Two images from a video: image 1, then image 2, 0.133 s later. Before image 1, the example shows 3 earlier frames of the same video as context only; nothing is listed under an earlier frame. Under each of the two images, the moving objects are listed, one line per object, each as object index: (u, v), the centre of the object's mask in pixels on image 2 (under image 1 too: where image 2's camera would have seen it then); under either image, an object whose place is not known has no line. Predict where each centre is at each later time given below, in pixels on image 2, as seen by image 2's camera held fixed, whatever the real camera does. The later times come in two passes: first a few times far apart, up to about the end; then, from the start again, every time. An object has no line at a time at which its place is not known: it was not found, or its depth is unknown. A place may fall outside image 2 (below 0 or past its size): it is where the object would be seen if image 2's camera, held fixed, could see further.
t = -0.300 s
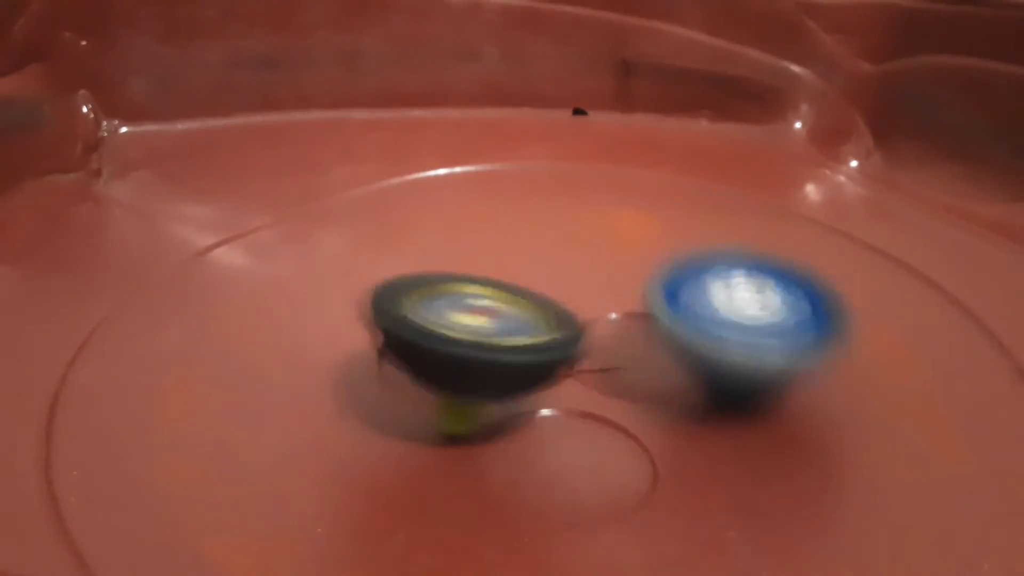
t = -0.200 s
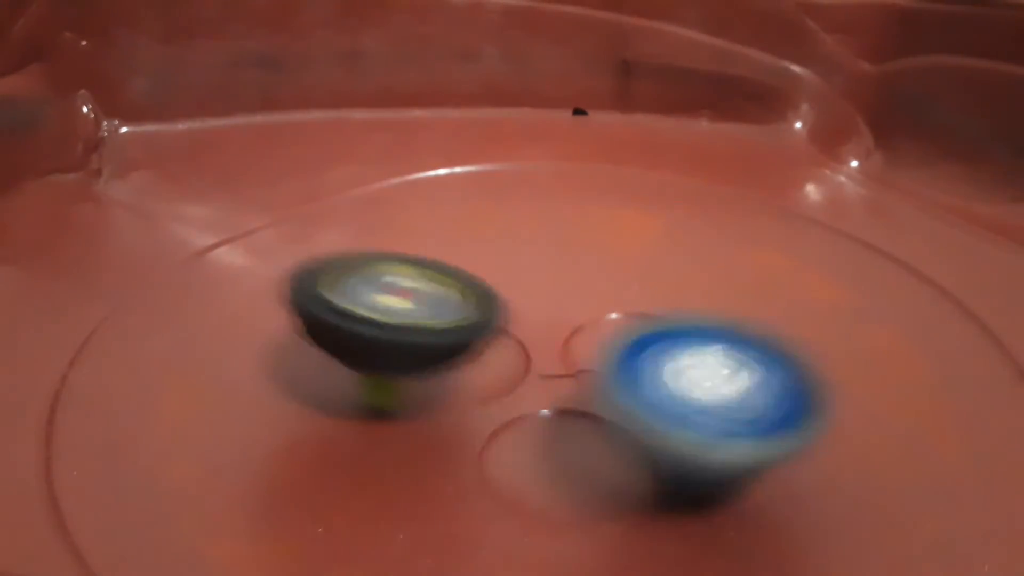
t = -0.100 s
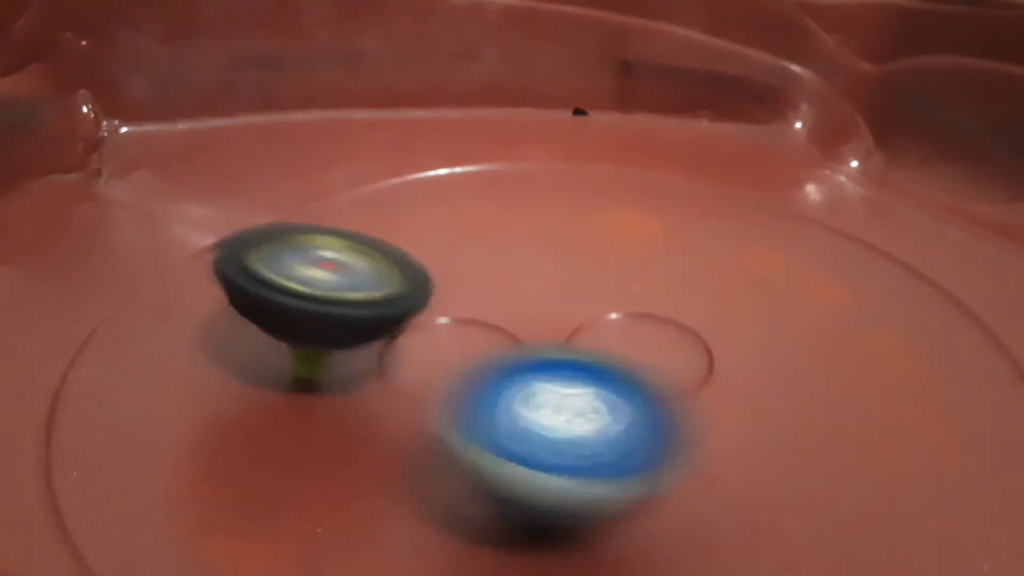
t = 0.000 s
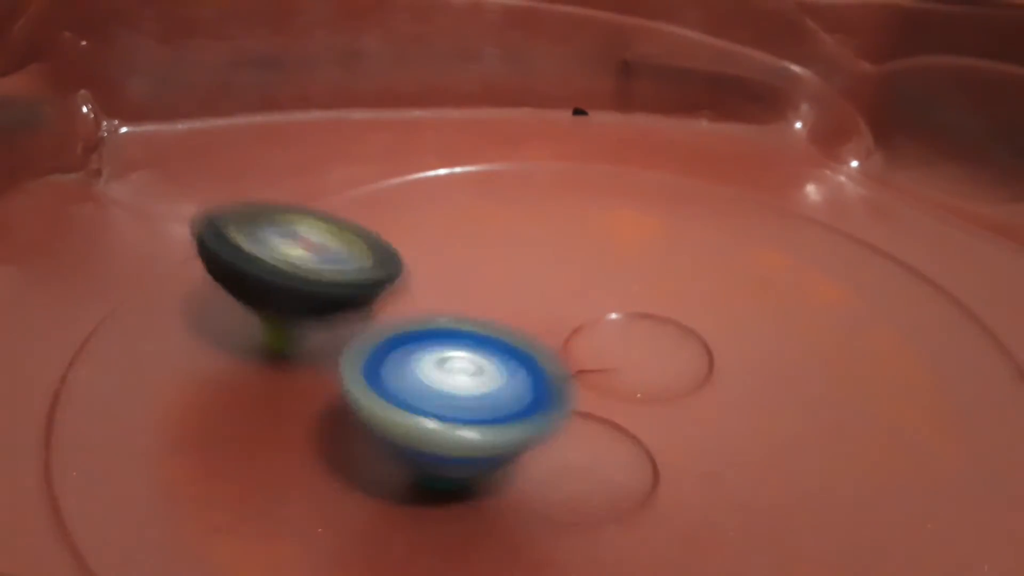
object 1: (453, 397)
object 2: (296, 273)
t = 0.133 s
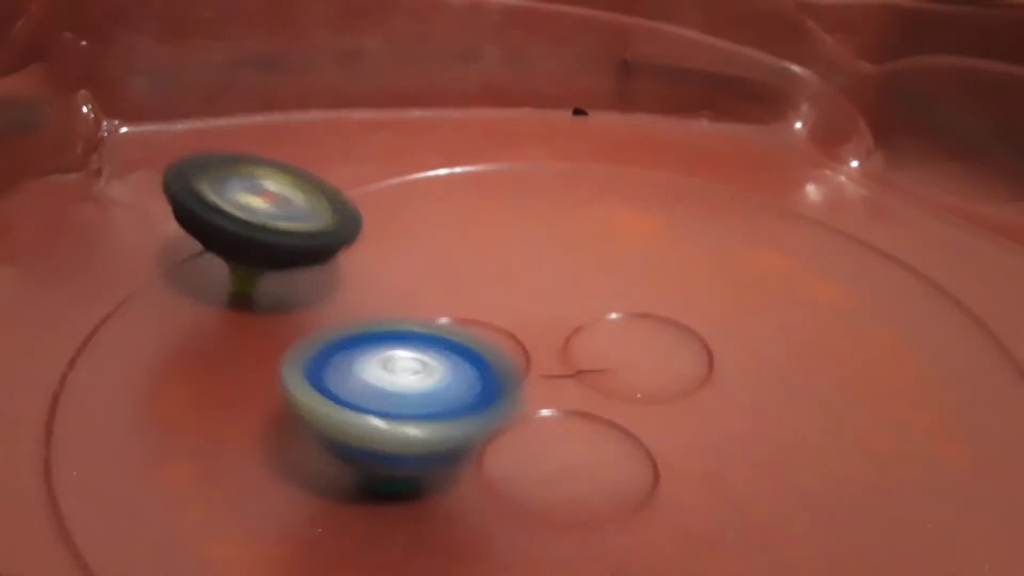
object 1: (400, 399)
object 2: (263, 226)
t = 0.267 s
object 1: (384, 368)
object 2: (251, 186)
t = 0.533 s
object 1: (602, 370)
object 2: (304, 185)
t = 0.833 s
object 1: (687, 425)
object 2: (410, 193)
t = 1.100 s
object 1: (572, 396)
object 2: (566, 234)
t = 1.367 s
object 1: (621, 386)
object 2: (661, 241)
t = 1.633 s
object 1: (504, 369)
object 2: (672, 310)
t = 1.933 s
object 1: (515, 420)
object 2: (652, 288)
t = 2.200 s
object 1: (530, 457)
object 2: (602, 291)
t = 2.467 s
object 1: (406, 444)
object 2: (668, 298)
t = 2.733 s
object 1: (475, 413)
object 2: (623, 305)
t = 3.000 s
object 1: (638, 405)
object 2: (638, 265)
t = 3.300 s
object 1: (621, 392)
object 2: (645, 261)
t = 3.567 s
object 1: (553, 417)
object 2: (621, 265)
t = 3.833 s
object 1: (550, 369)
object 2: (665, 264)
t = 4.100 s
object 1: (516, 401)
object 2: (670, 302)
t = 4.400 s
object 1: (536, 415)
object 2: (677, 288)
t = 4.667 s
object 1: (600, 415)
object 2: (661, 284)
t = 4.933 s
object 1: (583, 417)
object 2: (631, 255)
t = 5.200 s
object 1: (519, 401)
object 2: (672, 274)
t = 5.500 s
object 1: (524, 407)
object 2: (656, 308)
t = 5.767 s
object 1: (566, 424)
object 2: (618, 290)
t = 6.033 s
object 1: (620, 416)
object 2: (628, 287)
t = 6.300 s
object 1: (602, 389)
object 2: (657, 261)
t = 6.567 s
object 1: (612, 365)
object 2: (718, 243)
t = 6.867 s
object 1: (517, 379)
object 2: (721, 326)
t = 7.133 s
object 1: (289, 427)
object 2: (707, 323)
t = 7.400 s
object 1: (196, 441)
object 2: (633, 281)
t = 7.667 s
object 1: (347, 429)
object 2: (645, 287)
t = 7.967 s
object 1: (446, 335)
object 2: (670, 297)
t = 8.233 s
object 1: (452, 232)
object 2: (623, 306)
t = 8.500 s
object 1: (417, 207)
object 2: (637, 280)
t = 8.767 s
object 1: (423, 270)
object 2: (646, 276)
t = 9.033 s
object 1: (457, 337)
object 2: (709, 315)
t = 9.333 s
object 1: (444, 295)
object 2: (651, 363)
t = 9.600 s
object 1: (456, 267)
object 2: (561, 356)
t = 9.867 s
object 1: (455, 315)
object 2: (561, 414)
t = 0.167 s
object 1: (389, 392)
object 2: (258, 216)
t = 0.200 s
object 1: (381, 385)
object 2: (254, 206)
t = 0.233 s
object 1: (378, 377)
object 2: (253, 196)
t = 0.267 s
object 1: (384, 368)
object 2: (251, 186)
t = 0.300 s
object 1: (395, 362)
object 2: (253, 176)
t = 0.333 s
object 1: (414, 354)
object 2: (259, 173)
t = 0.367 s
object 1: (436, 351)
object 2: (265, 172)
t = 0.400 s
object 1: (460, 349)
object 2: (270, 174)
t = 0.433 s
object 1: (486, 351)
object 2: (277, 180)
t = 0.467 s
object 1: (517, 356)
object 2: (285, 183)
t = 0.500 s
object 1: (556, 364)
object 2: (294, 185)
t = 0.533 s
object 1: (602, 370)
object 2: (304, 185)
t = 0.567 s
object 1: (643, 380)
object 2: (313, 184)
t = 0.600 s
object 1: (666, 392)
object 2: (322, 184)
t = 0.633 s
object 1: (687, 407)
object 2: (333, 181)
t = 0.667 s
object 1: (699, 416)
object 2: (346, 180)
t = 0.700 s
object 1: (704, 421)
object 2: (357, 180)
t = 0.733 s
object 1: (705, 425)
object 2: (372, 180)
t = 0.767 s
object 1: (701, 427)
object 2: (384, 181)
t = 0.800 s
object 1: (695, 427)
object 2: (396, 186)
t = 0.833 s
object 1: (687, 425)
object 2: (410, 193)
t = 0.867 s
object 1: (677, 421)
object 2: (422, 203)
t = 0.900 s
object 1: (666, 416)
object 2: (436, 216)
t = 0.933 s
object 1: (655, 409)
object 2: (450, 229)
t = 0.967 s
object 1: (637, 407)
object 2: (466, 237)
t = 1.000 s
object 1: (611, 408)
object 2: (482, 249)
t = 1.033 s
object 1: (591, 400)
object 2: (505, 259)
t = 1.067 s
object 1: (576, 396)
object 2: (538, 253)
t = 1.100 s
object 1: (572, 396)
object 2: (566, 234)
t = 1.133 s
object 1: (567, 393)
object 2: (592, 237)
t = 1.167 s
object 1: (566, 385)
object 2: (611, 230)
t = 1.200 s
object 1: (564, 373)
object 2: (627, 228)
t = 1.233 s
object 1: (571, 359)
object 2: (638, 228)
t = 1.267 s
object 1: (585, 351)
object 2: (646, 228)
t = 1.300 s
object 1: (602, 353)
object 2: (653, 229)
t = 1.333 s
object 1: (615, 372)
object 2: (658, 235)
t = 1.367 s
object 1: (621, 386)
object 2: (661, 241)
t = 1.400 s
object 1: (618, 395)
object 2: (661, 250)
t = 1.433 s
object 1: (608, 398)
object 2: (656, 263)
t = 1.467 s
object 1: (587, 398)
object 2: (649, 272)
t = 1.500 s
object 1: (560, 401)
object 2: (648, 279)
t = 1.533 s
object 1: (534, 399)
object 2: (652, 288)
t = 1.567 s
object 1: (511, 390)
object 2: (658, 298)
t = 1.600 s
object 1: (498, 379)
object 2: (663, 309)
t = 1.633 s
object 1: (504, 369)
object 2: (672, 310)
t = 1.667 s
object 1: (510, 378)
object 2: (681, 304)
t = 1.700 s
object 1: (523, 385)
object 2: (686, 297)
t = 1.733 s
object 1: (530, 388)
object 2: (684, 293)
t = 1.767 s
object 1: (534, 390)
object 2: (676, 292)
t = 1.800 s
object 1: (531, 390)
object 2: (667, 294)
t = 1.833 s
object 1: (525, 390)
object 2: (655, 292)
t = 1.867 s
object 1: (513, 388)
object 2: (645, 295)
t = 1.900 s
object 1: (509, 396)
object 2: (641, 297)
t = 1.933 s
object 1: (515, 420)
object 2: (652, 288)
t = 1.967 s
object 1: (533, 433)
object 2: (668, 270)
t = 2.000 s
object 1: (549, 444)
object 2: (670, 262)
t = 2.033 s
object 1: (560, 453)
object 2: (662, 262)
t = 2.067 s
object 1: (564, 456)
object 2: (649, 267)
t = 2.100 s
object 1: (563, 459)
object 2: (631, 274)
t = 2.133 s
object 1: (556, 460)
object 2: (614, 282)
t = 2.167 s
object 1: (543, 459)
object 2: (605, 287)
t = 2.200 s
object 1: (530, 457)
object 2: (602, 291)
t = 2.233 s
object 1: (515, 457)
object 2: (605, 300)
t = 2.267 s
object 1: (497, 454)
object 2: (615, 307)
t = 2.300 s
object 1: (480, 453)
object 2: (629, 319)
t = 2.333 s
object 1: (464, 450)
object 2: (638, 321)
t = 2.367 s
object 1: (446, 448)
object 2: (649, 320)
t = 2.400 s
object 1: (431, 446)
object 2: (666, 307)
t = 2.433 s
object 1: (417, 445)
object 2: (670, 303)
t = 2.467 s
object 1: (406, 444)
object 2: (668, 298)
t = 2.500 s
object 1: (399, 443)
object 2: (660, 293)
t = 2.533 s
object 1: (400, 443)
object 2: (651, 290)
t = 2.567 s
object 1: (405, 442)
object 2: (640, 289)
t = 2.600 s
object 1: (413, 439)
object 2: (629, 291)
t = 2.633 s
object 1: (423, 434)
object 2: (618, 296)
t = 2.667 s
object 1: (437, 427)
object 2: (613, 301)
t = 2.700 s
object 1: (454, 420)
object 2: (615, 305)
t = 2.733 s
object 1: (475, 413)
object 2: (623, 305)
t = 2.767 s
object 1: (500, 406)
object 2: (635, 306)
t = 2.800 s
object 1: (525, 402)
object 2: (648, 306)
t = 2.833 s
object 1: (541, 406)
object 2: (668, 291)
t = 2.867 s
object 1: (564, 404)
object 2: (681, 275)
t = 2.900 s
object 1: (586, 405)
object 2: (682, 262)
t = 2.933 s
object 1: (608, 405)
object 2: (669, 262)
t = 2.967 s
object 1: (626, 404)
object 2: (655, 262)
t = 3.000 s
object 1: (638, 405)
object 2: (638, 265)
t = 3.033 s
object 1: (642, 406)
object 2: (624, 268)
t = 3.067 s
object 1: (635, 409)
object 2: (619, 270)
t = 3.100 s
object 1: (626, 408)
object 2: (619, 272)
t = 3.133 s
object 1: (617, 410)
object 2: (623, 274)
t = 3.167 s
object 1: (611, 408)
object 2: (632, 274)
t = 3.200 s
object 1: (610, 405)
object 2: (640, 273)
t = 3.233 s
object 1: (611, 400)
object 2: (646, 269)
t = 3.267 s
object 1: (615, 396)
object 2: (647, 265)
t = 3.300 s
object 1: (621, 392)
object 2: (645, 261)
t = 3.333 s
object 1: (626, 390)
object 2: (641, 258)
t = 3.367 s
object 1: (629, 391)
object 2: (634, 256)
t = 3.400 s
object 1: (630, 393)
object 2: (626, 256)
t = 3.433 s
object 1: (625, 396)
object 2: (619, 260)
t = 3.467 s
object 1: (618, 406)
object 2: (619, 262)
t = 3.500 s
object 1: (602, 419)
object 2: (620, 260)
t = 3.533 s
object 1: (577, 423)
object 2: (620, 261)
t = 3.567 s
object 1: (553, 417)
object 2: (621, 265)
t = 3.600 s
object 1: (533, 406)
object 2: (624, 271)
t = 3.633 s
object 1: (519, 392)
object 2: (630, 275)
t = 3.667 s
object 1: (510, 383)
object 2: (644, 278)
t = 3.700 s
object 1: (501, 381)
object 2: (663, 272)
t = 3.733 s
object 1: (504, 379)
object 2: (674, 266)
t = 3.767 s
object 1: (515, 373)
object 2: (677, 272)
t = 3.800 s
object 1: (532, 370)
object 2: (672, 271)
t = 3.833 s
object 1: (550, 369)
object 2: (665, 264)
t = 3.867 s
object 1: (555, 385)
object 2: (666, 264)
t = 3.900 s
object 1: (548, 399)
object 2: (662, 261)
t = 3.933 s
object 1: (537, 408)
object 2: (648, 268)
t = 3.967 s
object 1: (524, 409)
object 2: (641, 281)
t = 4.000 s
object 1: (520, 405)
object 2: (640, 289)
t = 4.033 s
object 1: (525, 401)
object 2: (647, 298)
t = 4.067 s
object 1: (522, 402)
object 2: (656, 300)
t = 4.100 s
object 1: (516, 401)
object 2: (670, 302)
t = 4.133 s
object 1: (516, 402)
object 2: (685, 295)
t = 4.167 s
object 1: (520, 401)
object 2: (695, 293)
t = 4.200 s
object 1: (524, 403)
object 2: (695, 291)
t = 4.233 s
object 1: (528, 405)
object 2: (685, 292)
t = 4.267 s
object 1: (532, 406)
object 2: (675, 293)
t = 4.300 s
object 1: (538, 409)
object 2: (668, 298)
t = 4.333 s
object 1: (540, 413)
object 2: (668, 295)
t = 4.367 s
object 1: (536, 414)
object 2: (675, 290)
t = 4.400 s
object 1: (536, 415)
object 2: (677, 288)
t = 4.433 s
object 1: (538, 414)
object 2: (675, 288)
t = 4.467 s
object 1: (543, 413)
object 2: (671, 292)
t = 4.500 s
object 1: (551, 413)
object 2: (666, 295)
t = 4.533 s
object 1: (561, 410)
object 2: (669, 298)
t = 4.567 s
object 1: (573, 410)
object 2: (673, 295)
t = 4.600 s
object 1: (586, 413)
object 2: (673, 291)
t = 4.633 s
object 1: (595, 414)
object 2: (669, 285)
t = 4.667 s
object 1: (600, 415)
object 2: (661, 284)
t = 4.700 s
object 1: (602, 416)
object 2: (654, 285)
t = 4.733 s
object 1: (602, 414)
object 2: (646, 286)
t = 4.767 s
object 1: (596, 416)
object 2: (637, 285)
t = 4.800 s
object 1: (592, 414)
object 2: (629, 283)
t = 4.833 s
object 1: (590, 409)
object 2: (624, 279)
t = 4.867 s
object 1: (592, 408)
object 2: (623, 276)
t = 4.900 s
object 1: (592, 415)
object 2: (630, 264)
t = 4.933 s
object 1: (583, 417)
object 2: (631, 255)
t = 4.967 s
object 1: (571, 416)
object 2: (631, 254)
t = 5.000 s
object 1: (564, 411)
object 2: (636, 264)
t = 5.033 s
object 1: (560, 404)
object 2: (639, 271)
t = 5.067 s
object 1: (561, 399)
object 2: (642, 276)
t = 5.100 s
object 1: (553, 404)
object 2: (654, 274)
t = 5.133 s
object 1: (542, 411)
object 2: (668, 265)
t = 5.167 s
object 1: (530, 408)
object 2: (675, 260)
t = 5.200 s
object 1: (519, 401)
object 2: (672, 274)
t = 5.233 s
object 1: (514, 390)
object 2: (667, 278)
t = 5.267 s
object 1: (518, 381)
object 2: (661, 291)
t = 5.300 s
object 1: (523, 378)
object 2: (661, 293)
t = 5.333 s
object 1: (513, 386)
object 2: (671, 294)
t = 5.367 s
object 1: (512, 397)
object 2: (686, 286)
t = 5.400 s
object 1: (518, 403)
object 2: (685, 299)
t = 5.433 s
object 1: (522, 406)
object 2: (675, 302)
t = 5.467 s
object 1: (525, 406)
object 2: (665, 305)
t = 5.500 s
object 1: (524, 407)
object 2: (656, 308)
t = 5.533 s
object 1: (526, 409)
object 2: (653, 302)
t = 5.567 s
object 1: (540, 413)
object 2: (648, 299)
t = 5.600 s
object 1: (548, 420)
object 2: (648, 291)
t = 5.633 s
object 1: (552, 423)
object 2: (652, 282)
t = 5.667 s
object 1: (557, 425)
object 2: (650, 280)
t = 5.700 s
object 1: (561, 424)
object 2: (644, 281)
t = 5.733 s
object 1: (562, 426)
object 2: (633, 285)
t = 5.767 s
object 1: (566, 424)
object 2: (618, 290)
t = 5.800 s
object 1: (570, 424)
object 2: (605, 294)
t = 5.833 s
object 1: (575, 424)
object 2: (600, 297)
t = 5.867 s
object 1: (582, 424)
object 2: (606, 302)
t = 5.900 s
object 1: (592, 423)
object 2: (619, 300)
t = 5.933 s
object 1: (603, 423)
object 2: (630, 295)
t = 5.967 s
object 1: (609, 421)
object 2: (634, 292)
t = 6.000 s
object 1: (615, 419)
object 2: (631, 288)
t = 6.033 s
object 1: (620, 416)
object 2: (628, 287)
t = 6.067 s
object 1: (625, 413)
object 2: (623, 286)
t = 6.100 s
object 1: (631, 412)
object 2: (615, 282)
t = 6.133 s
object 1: (625, 410)
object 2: (610, 280)
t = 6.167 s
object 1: (615, 404)
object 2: (608, 274)
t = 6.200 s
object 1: (608, 398)
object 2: (613, 270)
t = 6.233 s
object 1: (603, 392)
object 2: (626, 264)
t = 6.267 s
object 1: (603, 384)
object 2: (639, 259)
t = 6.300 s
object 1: (602, 389)
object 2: (657, 261)
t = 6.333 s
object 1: (599, 392)
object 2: (673, 254)
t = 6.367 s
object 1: (597, 390)
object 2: (684, 251)
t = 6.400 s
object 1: (591, 384)
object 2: (691, 246)
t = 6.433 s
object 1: (588, 377)
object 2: (696, 243)
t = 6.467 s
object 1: (588, 370)
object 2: (702, 243)
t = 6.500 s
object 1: (592, 365)
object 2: (707, 241)
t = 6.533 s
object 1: (602, 364)
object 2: (711, 240)
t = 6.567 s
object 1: (612, 365)
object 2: (718, 243)
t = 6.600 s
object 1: (619, 372)
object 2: (722, 246)
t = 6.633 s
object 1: (620, 380)
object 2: (725, 252)
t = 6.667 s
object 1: (610, 384)
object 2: (729, 261)
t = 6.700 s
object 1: (597, 387)
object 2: (733, 270)
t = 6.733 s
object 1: (582, 386)
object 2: (734, 283)
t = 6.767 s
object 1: (564, 383)
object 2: (734, 299)
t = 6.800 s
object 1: (549, 381)
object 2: (730, 315)
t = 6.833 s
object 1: (536, 378)
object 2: (724, 330)
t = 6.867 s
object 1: (517, 379)
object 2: (721, 326)
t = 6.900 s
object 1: (504, 388)
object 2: (712, 348)
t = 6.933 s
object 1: (485, 401)
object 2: (730, 332)
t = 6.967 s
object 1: (460, 414)
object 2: (753, 331)
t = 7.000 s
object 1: (430, 421)
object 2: (759, 328)
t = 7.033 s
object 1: (389, 428)
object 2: (757, 327)
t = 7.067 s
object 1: (351, 429)
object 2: (739, 325)
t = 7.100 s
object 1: (317, 431)
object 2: (720, 323)
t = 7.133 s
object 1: (289, 427)
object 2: (707, 323)
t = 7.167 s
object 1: (265, 426)
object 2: (695, 322)
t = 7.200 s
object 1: (245, 425)
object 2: (679, 317)
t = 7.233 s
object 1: (228, 424)
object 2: (668, 316)
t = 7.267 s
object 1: (215, 426)
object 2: (659, 312)
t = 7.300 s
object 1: (204, 427)
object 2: (653, 308)
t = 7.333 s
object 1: (198, 433)
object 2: (648, 301)
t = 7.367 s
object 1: (193, 436)
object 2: (641, 290)
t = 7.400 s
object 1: (196, 441)
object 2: (633, 281)
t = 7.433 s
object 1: (205, 446)
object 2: (628, 274)
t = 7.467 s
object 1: (219, 449)
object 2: (625, 267)
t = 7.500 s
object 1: (241, 451)
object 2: (621, 262)
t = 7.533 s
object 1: (262, 450)
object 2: (625, 270)
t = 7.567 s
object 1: (286, 447)
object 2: (630, 275)
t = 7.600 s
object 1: (306, 443)
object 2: (635, 284)
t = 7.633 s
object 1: (327, 437)
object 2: (641, 288)
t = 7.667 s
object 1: (347, 429)
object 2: (645, 287)
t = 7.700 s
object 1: (363, 422)
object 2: (652, 287)
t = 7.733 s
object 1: (379, 412)
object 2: (660, 287)
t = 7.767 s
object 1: (393, 403)
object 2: (667, 288)
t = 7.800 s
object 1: (403, 392)
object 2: (671, 288)
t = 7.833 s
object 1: (413, 381)
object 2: (674, 289)
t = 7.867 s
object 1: (430, 365)
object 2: (676, 290)
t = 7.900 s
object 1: (441, 351)
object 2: (675, 292)
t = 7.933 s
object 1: (450, 338)
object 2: (674, 295)
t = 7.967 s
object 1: (446, 335)
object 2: (670, 297)
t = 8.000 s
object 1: (442, 322)
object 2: (665, 301)
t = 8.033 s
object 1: (438, 307)
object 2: (658, 305)
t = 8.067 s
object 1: (438, 289)
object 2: (651, 307)
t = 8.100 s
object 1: (441, 274)
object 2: (644, 310)
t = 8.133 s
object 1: (447, 262)
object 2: (637, 310)
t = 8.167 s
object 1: (449, 251)
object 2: (631, 310)
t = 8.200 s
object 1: (451, 240)
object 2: (627, 308)
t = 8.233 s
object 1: (452, 232)
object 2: (623, 306)
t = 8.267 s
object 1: (451, 223)
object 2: (621, 304)
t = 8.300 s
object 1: (449, 217)
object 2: (619, 300)
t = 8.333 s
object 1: (447, 211)
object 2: (620, 299)
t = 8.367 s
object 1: (443, 206)
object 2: (623, 297)
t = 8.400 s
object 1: (437, 204)
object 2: (626, 294)
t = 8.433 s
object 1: (430, 202)
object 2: (627, 288)
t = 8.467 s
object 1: (424, 203)
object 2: (631, 283)
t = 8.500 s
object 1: (417, 207)
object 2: (637, 280)
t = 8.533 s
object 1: (413, 213)
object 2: (639, 276)
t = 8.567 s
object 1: (409, 218)
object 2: (640, 273)
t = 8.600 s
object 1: (408, 226)
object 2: (641, 270)
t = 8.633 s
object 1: (408, 234)
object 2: (644, 269)
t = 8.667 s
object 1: (410, 243)
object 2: (645, 268)
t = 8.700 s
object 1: (412, 251)
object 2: (646, 270)
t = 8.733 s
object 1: (416, 260)
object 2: (647, 272)
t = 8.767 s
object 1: (423, 270)
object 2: (646, 276)
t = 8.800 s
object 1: (437, 287)
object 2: (645, 281)
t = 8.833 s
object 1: (457, 304)
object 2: (644, 285)
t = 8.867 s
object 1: (467, 315)
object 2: (657, 291)
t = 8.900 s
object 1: (455, 323)
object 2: (686, 294)
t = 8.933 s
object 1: (438, 331)
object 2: (705, 297)
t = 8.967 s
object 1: (438, 334)
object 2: (713, 302)
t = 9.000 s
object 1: (447, 337)
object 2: (712, 308)
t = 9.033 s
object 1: (457, 337)
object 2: (709, 315)
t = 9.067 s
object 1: (467, 334)
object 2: (709, 322)
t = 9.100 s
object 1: (475, 330)
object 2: (706, 330)
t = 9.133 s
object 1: (483, 329)
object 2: (692, 344)
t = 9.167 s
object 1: (488, 326)
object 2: (686, 345)
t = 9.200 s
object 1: (489, 324)
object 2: (669, 349)
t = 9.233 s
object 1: (487, 321)
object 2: (656, 349)
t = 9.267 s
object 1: (473, 313)
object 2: (655, 345)
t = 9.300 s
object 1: (456, 305)
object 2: (658, 356)
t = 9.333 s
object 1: (444, 295)
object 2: (651, 363)
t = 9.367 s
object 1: (437, 284)
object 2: (638, 360)
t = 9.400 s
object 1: (440, 274)
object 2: (615, 361)
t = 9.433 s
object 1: (442, 269)
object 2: (598, 360)
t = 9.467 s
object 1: (443, 268)
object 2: (583, 356)
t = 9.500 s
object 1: (449, 265)
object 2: (573, 351)
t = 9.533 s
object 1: (453, 263)
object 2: (572, 349)
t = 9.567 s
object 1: (453, 266)
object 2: (565, 352)
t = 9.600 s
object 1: (456, 267)
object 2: (561, 356)
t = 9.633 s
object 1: (455, 268)
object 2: (555, 358)
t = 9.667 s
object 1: (451, 274)
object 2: (560, 367)
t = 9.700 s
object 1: (447, 285)
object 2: (562, 383)
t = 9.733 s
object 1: (443, 293)
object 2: (557, 391)
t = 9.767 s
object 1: (446, 300)
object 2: (551, 397)
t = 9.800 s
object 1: (448, 306)
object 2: (549, 413)
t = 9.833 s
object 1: (451, 311)
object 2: (555, 417)
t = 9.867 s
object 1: (455, 315)
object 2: (561, 414)
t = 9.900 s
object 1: (459, 314)
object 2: (568, 413)
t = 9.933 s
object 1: (463, 316)
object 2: (571, 411)
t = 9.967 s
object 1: (463, 318)
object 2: (577, 411)
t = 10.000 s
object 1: (462, 321)
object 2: (586, 412)
